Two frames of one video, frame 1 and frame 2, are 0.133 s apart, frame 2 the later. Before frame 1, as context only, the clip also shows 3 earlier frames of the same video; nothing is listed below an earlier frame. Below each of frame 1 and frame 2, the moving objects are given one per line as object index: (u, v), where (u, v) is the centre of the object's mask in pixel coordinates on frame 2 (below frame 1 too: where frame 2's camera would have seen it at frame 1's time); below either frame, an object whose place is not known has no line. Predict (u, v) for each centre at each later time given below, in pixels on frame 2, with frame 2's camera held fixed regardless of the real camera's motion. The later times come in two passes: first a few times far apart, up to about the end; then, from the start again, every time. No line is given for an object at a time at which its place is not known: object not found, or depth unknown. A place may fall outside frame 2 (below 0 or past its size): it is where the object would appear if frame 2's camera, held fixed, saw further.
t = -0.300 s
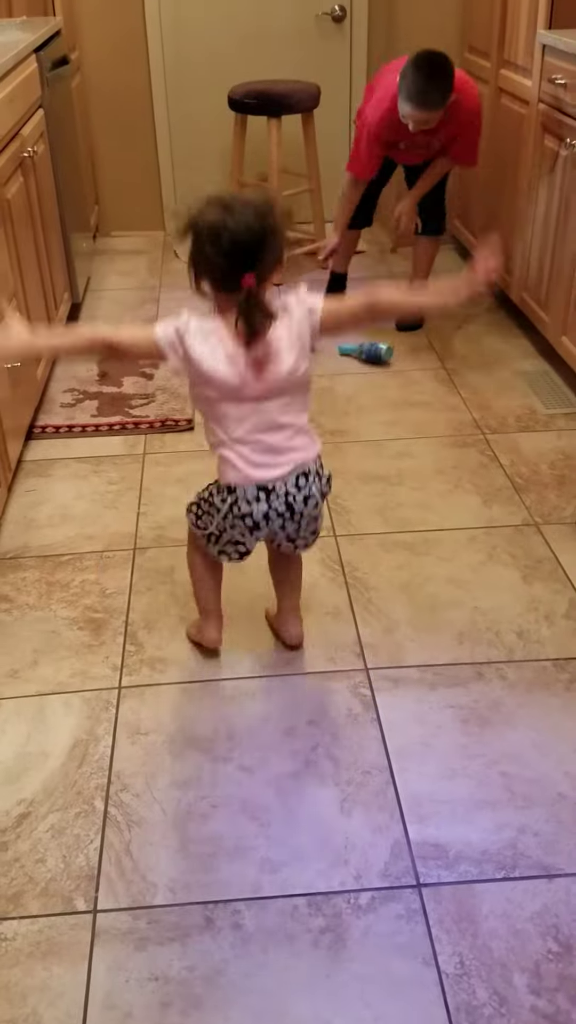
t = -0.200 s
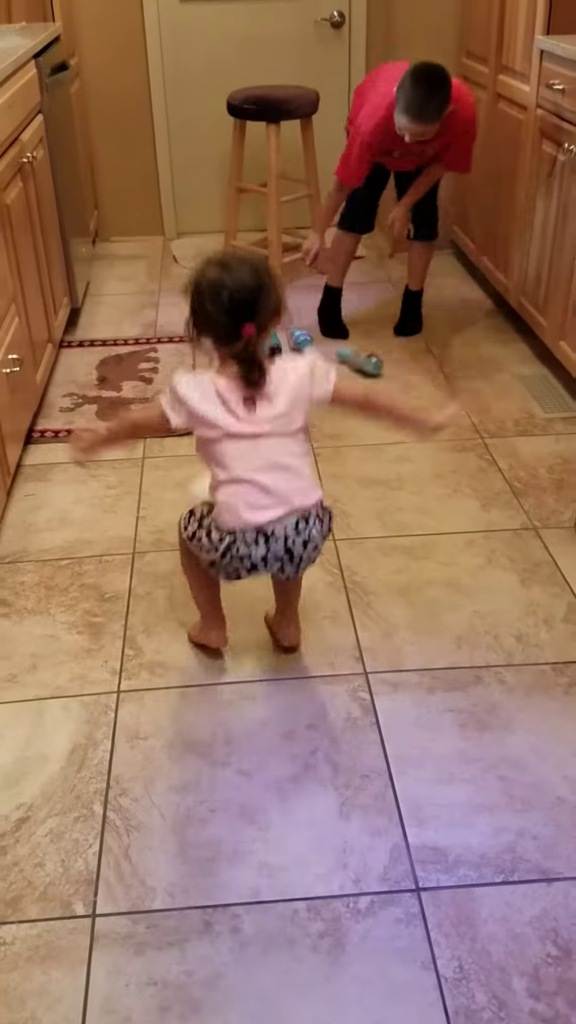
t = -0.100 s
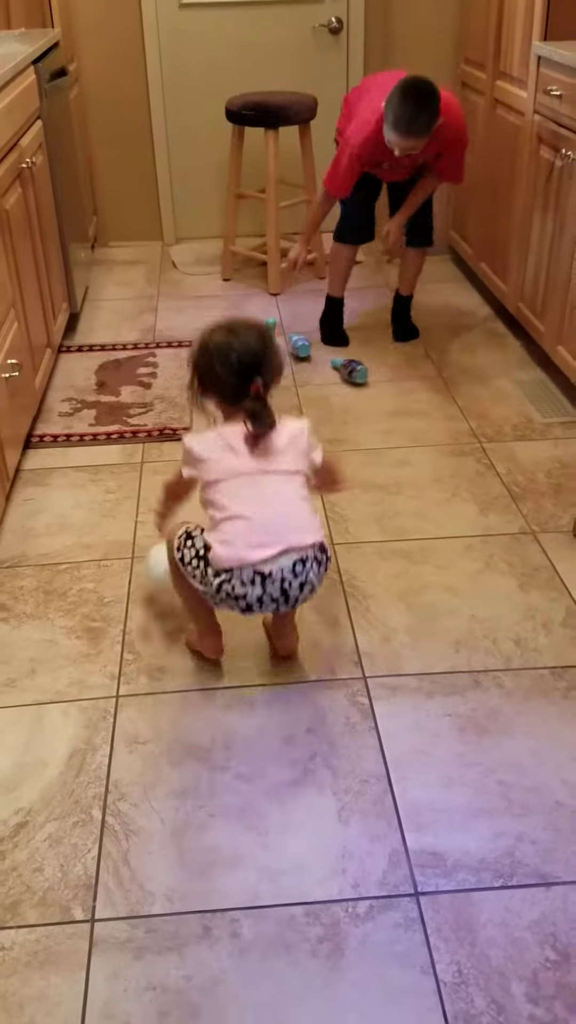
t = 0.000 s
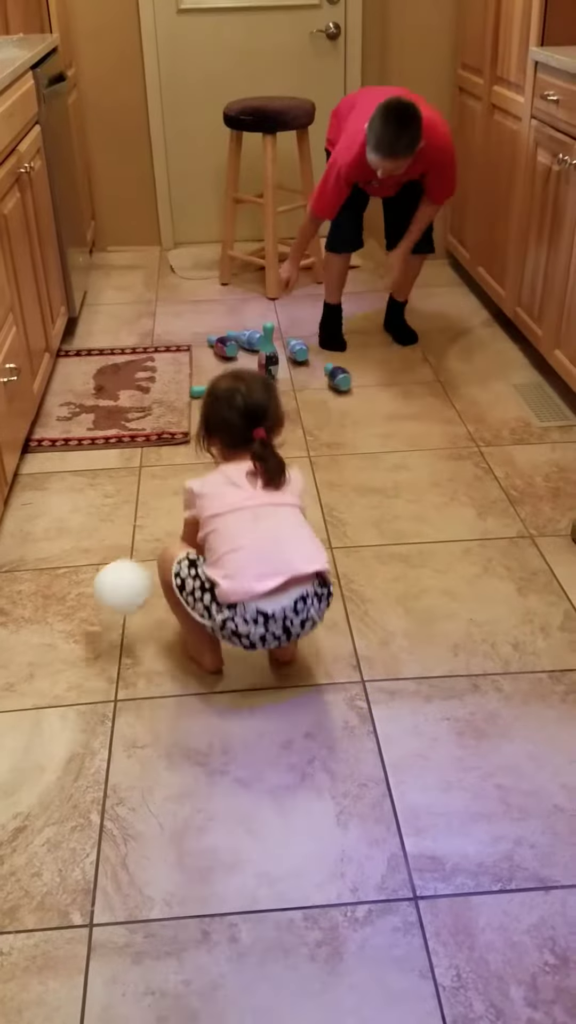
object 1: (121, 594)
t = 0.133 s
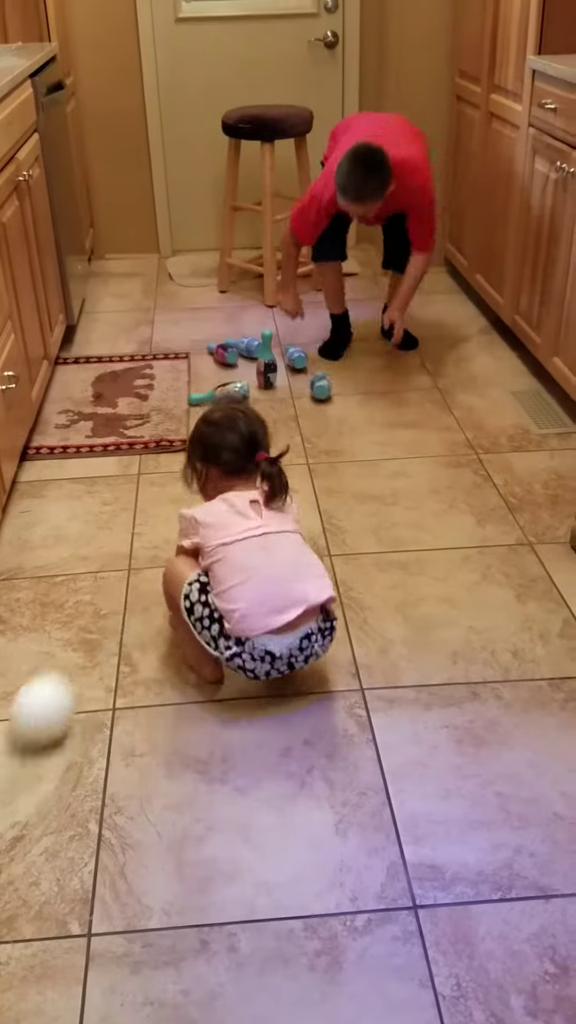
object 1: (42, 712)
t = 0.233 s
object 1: (16, 726)
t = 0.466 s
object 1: (41, 852)
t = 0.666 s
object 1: (30, 980)
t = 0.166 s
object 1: (24, 723)
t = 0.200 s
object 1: (15, 722)
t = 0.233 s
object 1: (16, 726)
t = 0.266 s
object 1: (18, 737)
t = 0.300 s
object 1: (22, 755)
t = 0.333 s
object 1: (26, 784)
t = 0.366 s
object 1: (35, 812)
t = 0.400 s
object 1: (45, 841)
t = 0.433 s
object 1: (44, 844)
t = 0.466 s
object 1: (41, 852)
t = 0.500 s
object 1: (38, 872)
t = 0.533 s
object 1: (36, 895)
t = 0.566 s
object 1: (37, 928)
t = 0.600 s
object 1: (38, 963)
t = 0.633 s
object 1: (36, 974)
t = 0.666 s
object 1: (30, 980)
